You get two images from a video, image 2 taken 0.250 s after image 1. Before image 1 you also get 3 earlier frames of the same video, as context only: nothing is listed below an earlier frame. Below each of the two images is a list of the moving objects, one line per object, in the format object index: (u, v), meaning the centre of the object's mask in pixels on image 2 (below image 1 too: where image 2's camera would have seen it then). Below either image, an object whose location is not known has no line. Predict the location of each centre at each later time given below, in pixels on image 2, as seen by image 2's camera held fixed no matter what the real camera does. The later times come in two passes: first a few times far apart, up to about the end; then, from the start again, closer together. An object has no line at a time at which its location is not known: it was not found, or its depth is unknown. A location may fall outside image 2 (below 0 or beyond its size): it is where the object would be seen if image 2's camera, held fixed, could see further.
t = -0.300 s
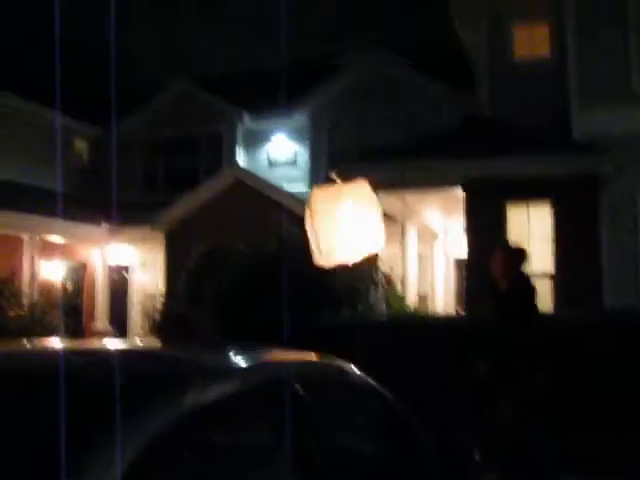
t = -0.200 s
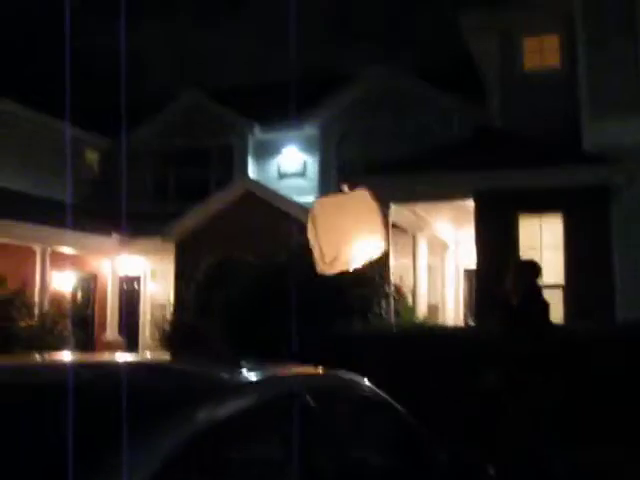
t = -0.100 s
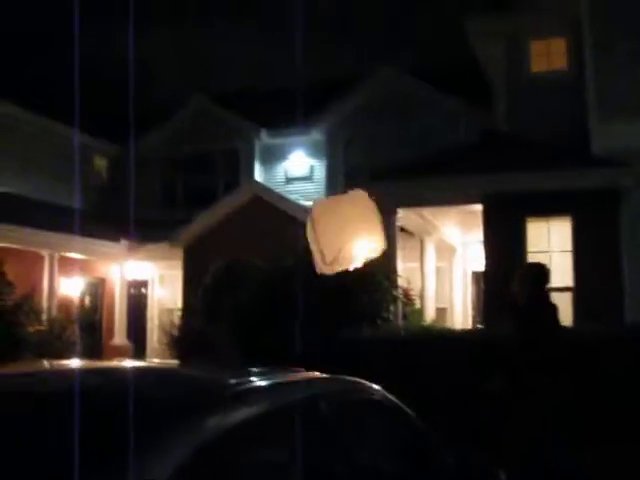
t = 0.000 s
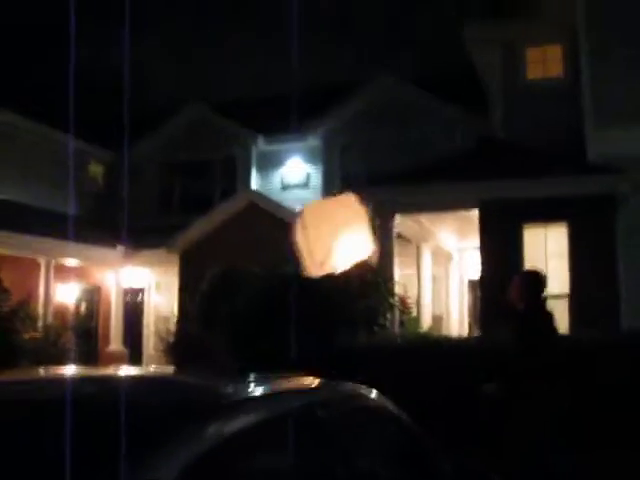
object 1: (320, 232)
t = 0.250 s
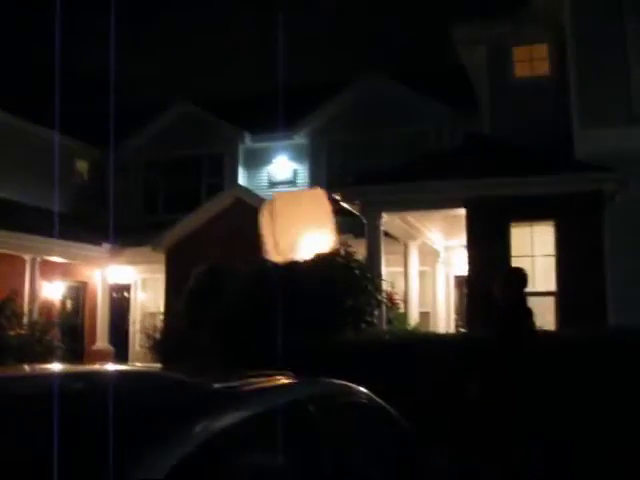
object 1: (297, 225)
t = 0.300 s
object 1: (292, 222)
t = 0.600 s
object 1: (266, 215)
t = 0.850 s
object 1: (244, 208)
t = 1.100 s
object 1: (221, 200)
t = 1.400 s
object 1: (194, 189)
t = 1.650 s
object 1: (173, 179)
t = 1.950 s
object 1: (149, 167)
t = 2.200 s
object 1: (132, 155)
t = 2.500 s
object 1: (112, 142)
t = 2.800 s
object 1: (94, 127)
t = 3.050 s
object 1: (82, 115)
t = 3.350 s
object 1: (68, 101)
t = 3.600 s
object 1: (56, 89)
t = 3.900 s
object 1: (46, 72)
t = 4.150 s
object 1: (35, 53)
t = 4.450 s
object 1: (26, 41)
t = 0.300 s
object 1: (292, 222)
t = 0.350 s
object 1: (288, 221)
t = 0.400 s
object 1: (284, 219)
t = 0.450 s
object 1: (279, 218)
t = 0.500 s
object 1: (275, 217)
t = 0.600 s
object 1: (266, 215)
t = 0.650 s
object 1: (261, 213)
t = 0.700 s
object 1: (257, 212)
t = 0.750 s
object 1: (252, 211)
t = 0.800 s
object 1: (248, 209)
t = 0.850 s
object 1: (244, 208)
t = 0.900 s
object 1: (239, 206)
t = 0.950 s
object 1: (235, 204)
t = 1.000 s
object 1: (230, 203)
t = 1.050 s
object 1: (226, 201)
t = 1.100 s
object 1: (221, 200)
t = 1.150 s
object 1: (216, 198)
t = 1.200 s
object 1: (212, 196)
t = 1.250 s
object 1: (208, 194)
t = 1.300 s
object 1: (204, 192)
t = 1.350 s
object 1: (199, 191)
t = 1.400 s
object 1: (194, 189)
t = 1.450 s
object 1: (190, 187)
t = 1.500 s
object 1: (186, 185)
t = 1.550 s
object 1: (181, 183)
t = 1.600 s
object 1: (177, 181)
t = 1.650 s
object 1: (173, 179)
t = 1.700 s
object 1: (168, 177)
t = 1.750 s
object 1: (164, 175)
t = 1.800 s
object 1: (160, 173)
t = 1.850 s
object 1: (157, 171)
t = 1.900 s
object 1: (153, 169)
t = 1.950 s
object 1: (149, 167)
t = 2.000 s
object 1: (145, 164)
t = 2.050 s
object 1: (141, 162)
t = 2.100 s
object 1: (138, 160)
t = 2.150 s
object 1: (134, 157)
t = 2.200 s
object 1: (132, 155)
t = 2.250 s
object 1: (128, 153)
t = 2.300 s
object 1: (125, 151)
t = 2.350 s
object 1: (122, 149)
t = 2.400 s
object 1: (120, 148)
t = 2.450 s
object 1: (117, 145)
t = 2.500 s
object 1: (112, 142)
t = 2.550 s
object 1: (110, 140)
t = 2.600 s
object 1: (107, 138)
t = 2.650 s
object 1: (103, 135)
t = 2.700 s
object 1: (100, 133)
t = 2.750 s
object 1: (98, 131)
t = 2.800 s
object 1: (94, 127)
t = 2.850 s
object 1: (92, 125)
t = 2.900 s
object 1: (89, 123)
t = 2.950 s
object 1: (86, 120)
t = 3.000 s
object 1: (83, 117)
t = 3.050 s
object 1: (82, 115)
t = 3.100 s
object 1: (79, 112)
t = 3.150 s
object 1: (78, 110)
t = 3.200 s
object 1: (74, 108)
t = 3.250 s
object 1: (72, 105)
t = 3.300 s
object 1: (69, 103)
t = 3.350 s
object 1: (68, 101)
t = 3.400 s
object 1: (65, 100)
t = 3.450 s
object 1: (62, 98)
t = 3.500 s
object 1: (61, 95)
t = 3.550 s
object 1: (58, 91)
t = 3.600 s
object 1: (56, 89)
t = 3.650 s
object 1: (53, 85)
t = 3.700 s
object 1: (53, 84)
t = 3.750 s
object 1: (52, 81)
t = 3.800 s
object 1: (50, 80)
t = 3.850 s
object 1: (48, 75)
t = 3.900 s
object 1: (46, 72)
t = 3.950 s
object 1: (44, 69)
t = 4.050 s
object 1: (40, 62)
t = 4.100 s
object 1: (37, 59)
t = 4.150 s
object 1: (35, 53)
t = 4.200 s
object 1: (33, 50)
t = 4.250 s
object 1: (33, 50)
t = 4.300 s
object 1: (31, 47)
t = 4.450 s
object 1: (26, 41)
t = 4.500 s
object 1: (24, 35)
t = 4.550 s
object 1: (22, 34)
